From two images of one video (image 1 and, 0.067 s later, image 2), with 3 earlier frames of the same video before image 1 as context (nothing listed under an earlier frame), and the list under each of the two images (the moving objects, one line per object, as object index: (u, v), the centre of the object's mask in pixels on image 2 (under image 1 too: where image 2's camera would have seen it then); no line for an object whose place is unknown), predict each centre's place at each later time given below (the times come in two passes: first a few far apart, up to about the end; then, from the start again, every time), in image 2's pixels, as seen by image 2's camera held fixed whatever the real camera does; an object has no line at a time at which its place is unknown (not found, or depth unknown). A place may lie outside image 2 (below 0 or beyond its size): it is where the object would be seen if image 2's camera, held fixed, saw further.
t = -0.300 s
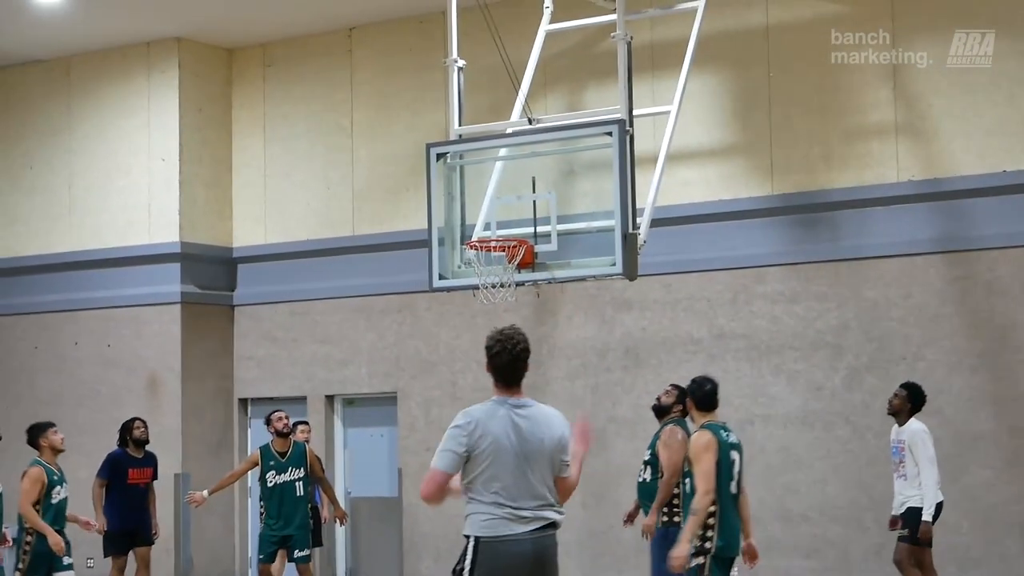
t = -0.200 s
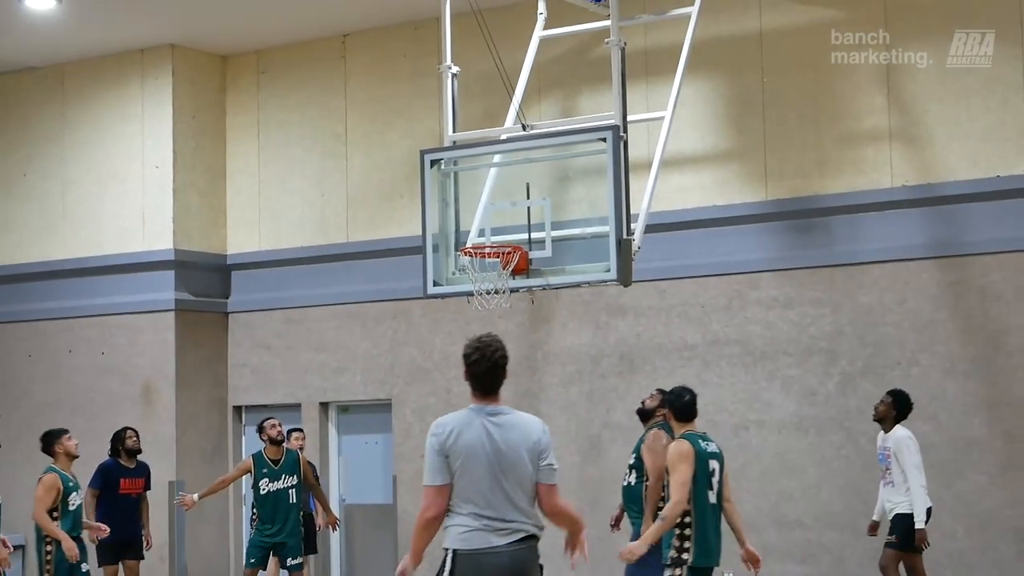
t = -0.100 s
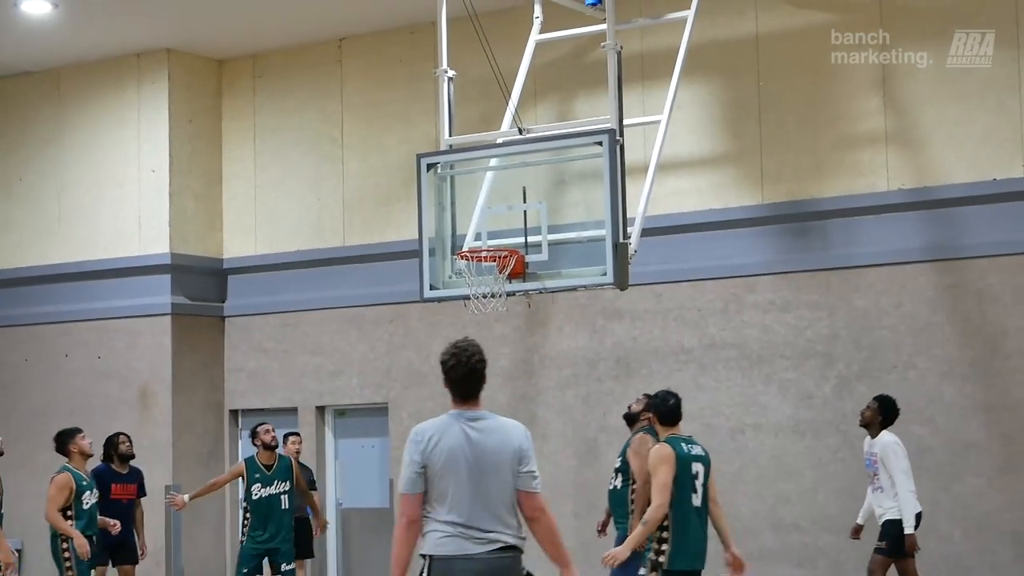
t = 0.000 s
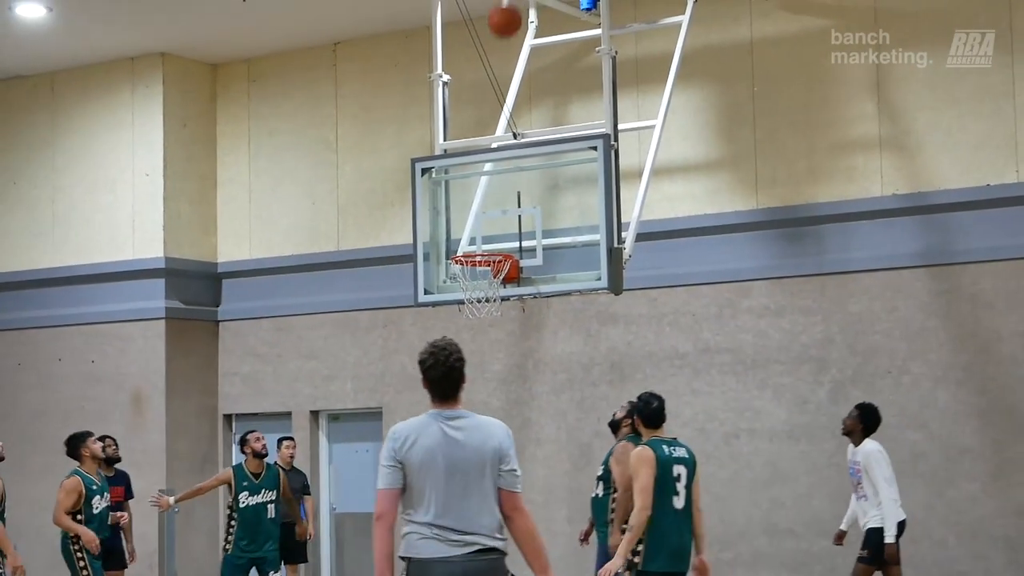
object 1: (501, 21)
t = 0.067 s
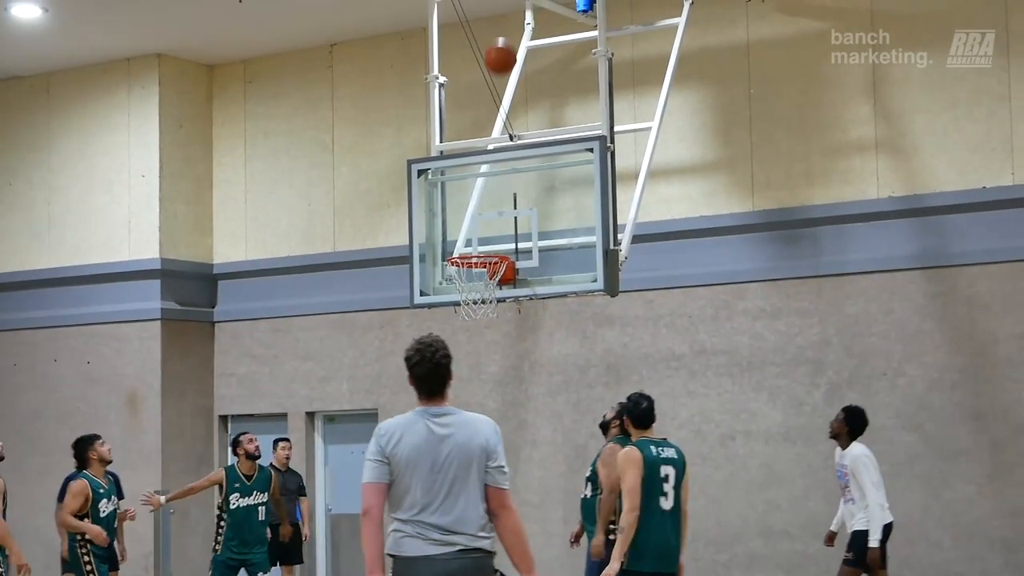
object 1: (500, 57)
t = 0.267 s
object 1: (500, 190)
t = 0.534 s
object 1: (445, 154)
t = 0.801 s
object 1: (370, 96)
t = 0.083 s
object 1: (500, 66)
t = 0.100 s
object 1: (499, 77)
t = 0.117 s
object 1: (499, 86)
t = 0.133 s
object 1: (499, 97)
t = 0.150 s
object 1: (500, 108)
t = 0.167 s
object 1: (500, 120)
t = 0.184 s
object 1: (500, 132)
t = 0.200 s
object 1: (500, 144)
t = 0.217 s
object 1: (500, 155)
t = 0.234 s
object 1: (500, 166)
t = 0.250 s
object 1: (500, 177)
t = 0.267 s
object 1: (500, 190)
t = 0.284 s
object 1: (499, 203)
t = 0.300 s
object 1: (499, 215)
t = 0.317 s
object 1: (500, 228)
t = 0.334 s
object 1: (500, 241)
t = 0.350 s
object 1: (499, 244)
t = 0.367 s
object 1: (493, 235)
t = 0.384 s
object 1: (488, 226)
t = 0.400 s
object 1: (484, 216)
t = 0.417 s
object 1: (479, 207)
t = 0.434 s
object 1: (474, 199)
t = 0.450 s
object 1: (469, 190)
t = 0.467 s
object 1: (463, 182)
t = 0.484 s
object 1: (459, 176)
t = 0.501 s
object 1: (455, 167)
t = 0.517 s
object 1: (450, 161)
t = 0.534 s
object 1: (445, 154)
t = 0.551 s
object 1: (440, 148)
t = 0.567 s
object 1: (435, 142)
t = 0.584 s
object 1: (430, 137)
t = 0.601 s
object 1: (425, 131)
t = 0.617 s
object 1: (421, 126)
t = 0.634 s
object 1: (416, 122)
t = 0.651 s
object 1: (412, 118)
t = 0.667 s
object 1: (407, 114)
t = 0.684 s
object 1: (402, 111)
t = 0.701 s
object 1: (398, 107)
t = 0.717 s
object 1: (393, 105)
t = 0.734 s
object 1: (388, 102)
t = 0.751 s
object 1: (384, 100)
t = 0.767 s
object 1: (380, 99)
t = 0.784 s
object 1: (374, 97)
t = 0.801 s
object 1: (370, 96)
